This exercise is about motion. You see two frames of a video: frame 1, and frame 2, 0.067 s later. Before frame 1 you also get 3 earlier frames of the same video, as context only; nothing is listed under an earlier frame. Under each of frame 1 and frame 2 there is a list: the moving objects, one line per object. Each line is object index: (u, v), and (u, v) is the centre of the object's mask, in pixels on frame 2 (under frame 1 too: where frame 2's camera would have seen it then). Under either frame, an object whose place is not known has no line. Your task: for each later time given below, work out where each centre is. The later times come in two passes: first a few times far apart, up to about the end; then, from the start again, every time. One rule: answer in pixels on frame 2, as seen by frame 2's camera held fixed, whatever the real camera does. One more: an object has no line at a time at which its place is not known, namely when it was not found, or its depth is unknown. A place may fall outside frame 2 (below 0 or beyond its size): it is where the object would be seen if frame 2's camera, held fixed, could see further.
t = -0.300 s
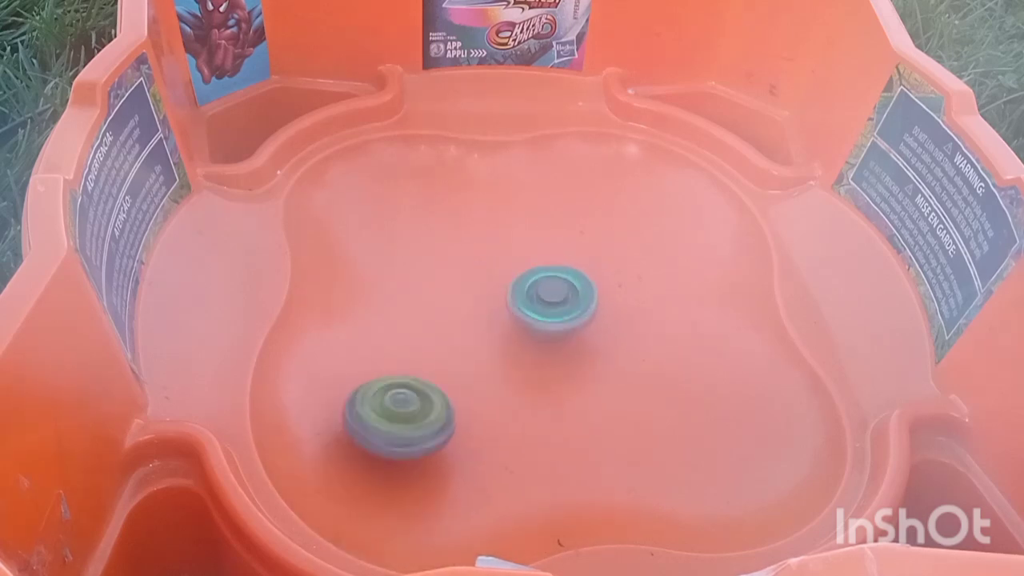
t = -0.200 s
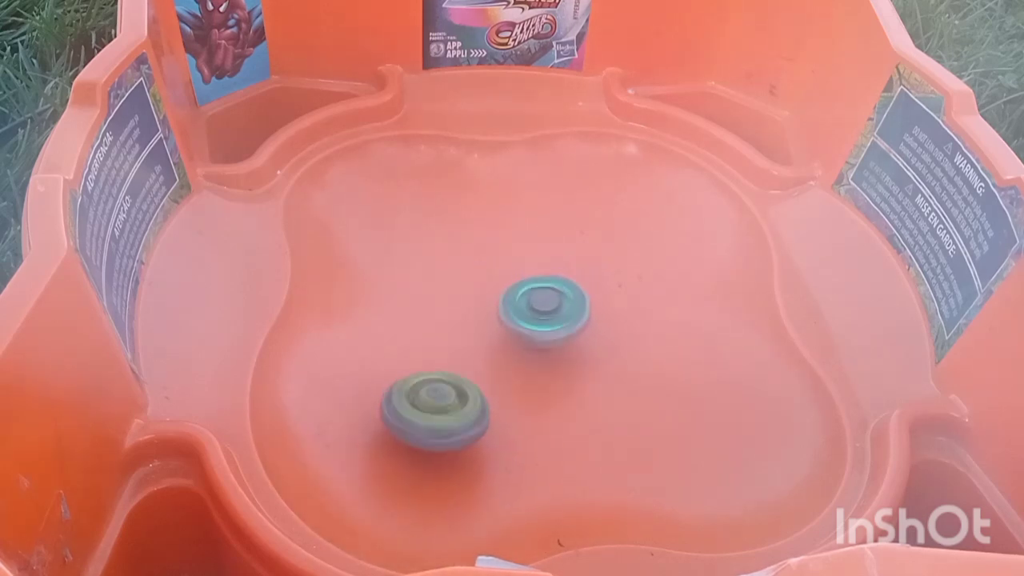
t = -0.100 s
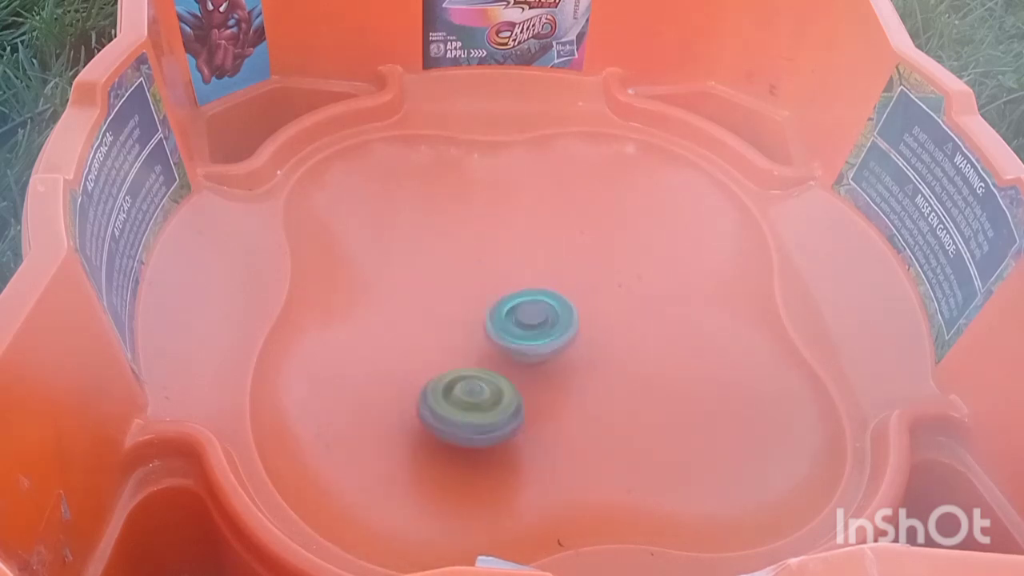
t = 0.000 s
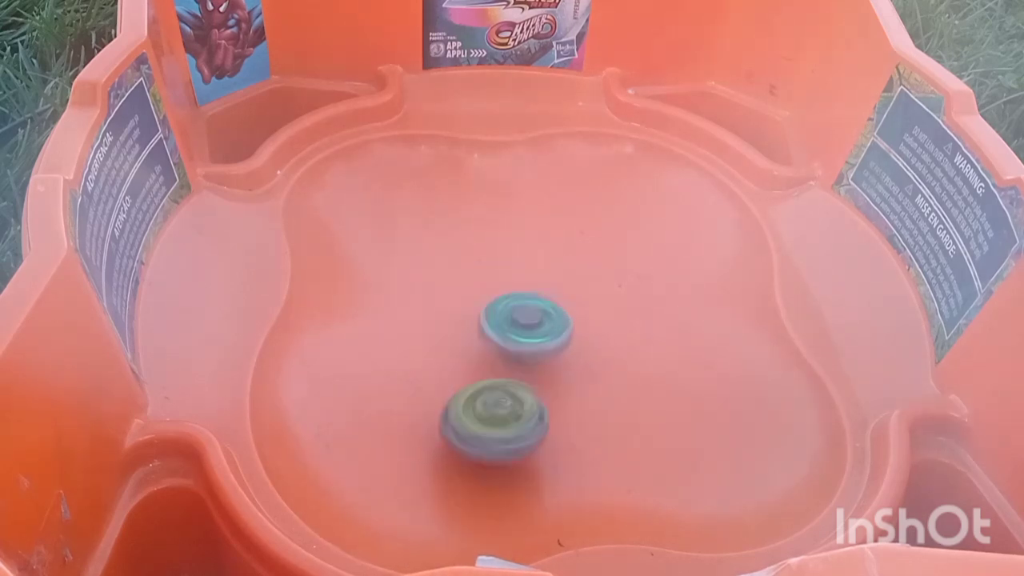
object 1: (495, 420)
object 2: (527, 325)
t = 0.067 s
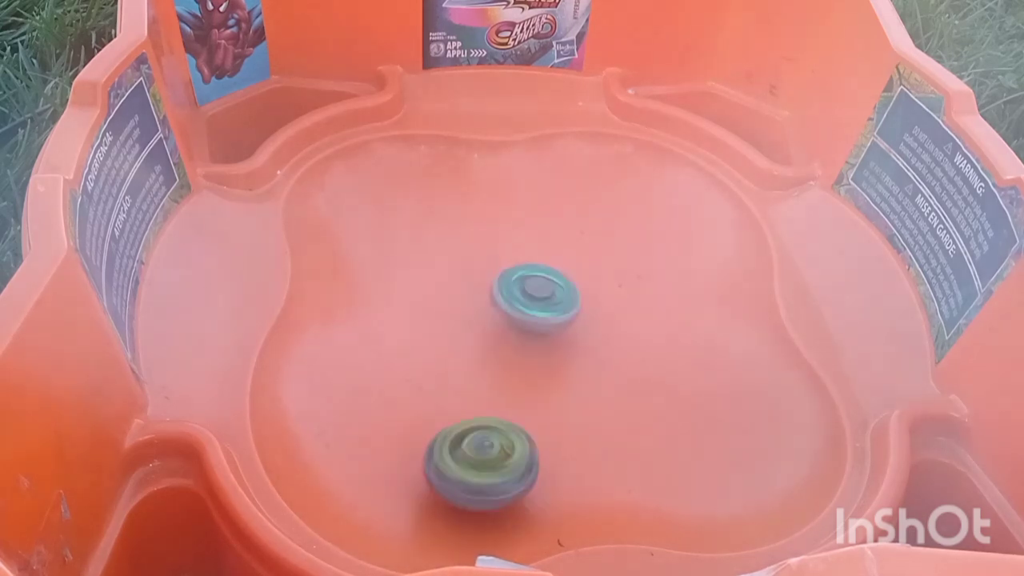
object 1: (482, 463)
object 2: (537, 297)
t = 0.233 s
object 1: (463, 478)
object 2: (529, 282)
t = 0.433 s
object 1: (458, 454)
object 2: (509, 283)
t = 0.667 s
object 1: (461, 409)
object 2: (489, 313)
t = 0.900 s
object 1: (450, 416)
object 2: (487, 301)
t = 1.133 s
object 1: (450, 411)
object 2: (476, 312)
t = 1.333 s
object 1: (458, 421)
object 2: (474, 328)
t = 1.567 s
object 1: (473, 444)
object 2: (466, 347)
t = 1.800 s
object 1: (484, 462)
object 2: (462, 368)
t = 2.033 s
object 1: (466, 506)
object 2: (454, 353)
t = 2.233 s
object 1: (432, 474)
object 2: (455, 363)
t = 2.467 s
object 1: (436, 448)
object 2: (483, 362)
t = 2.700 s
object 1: (434, 433)
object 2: (516, 371)
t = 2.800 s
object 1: (433, 428)
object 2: (529, 376)
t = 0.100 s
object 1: (476, 475)
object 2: (538, 291)
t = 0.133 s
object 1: (472, 481)
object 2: (537, 289)
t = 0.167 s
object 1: (469, 481)
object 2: (535, 288)
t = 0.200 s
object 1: (466, 480)
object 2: (531, 285)
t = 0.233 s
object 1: (463, 478)
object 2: (529, 282)
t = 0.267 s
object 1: (461, 475)
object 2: (526, 282)
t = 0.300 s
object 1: (459, 472)
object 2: (522, 280)
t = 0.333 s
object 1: (458, 469)
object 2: (520, 280)
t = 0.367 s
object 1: (458, 464)
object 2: (517, 280)
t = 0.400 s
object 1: (458, 459)
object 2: (512, 281)
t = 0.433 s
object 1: (458, 454)
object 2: (509, 283)
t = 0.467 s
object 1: (457, 448)
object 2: (506, 287)
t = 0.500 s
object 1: (458, 443)
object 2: (503, 289)
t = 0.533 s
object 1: (458, 436)
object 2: (500, 293)
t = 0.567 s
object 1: (459, 429)
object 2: (498, 298)
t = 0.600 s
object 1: (459, 422)
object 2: (494, 302)
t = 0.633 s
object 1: (460, 416)
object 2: (491, 307)
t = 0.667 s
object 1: (461, 409)
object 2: (489, 313)
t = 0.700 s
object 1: (463, 401)
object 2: (487, 317)
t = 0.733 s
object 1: (462, 400)
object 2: (487, 320)
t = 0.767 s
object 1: (457, 412)
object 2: (491, 308)
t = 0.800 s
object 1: (454, 418)
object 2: (493, 303)
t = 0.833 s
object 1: (453, 418)
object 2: (493, 302)
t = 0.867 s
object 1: (451, 417)
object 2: (491, 302)
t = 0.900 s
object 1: (450, 416)
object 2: (487, 301)
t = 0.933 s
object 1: (450, 415)
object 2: (484, 301)
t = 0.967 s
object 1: (449, 414)
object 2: (482, 302)
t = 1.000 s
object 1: (449, 414)
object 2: (479, 303)
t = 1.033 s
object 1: (449, 413)
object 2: (478, 305)
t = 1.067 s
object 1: (449, 412)
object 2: (477, 307)
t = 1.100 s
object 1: (450, 411)
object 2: (476, 310)
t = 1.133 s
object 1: (450, 411)
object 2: (476, 312)
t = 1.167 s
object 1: (450, 411)
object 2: (476, 316)
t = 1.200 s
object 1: (451, 411)
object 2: (475, 319)
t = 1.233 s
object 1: (453, 410)
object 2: (475, 322)
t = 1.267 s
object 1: (454, 410)
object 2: (474, 327)
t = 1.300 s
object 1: (456, 417)
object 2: (474, 326)
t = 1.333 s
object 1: (458, 421)
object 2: (474, 328)
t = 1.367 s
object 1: (460, 424)
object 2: (473, 331)
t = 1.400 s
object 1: (460, 425)
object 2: (471, 333)
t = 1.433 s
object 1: (462, 427)
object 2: (470, 337)
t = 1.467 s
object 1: (464, 430)
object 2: (469, 342)
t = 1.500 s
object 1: (465, 431)
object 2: (467, 346)
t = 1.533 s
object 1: (469, 439)
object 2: (466, 345)
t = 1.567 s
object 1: (473, 444)
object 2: (466, 347)
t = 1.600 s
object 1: (474, 448)
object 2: (464, 349)
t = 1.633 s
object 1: (476, 451)
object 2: (463, 353)
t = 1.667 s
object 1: (478, 455)
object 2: (462, 355)
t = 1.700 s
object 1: (481, 458)
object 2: (461, 358)
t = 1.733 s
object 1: (482, 460)
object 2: (462, 361)
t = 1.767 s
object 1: (483, 461)
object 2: (462, 365)
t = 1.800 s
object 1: (484, 462)
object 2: (462, 368)
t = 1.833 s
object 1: (484, 463)
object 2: (463, 373)
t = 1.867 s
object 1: (484, 464)
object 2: (464, 377)
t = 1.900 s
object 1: (492, 484)
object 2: (460, 363)
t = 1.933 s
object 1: (494, 496)
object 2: (457, 355)
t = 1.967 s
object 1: (487, 502)
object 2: (457, 354)
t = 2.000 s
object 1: (477, 505)
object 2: (455, 353)
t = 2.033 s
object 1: (466, 506)
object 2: (454, 353)
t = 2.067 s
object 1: (456, 505)
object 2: (452, 353)
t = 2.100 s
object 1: (448, 502)
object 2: (452, 354)
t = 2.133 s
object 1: (441, 497)
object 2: (452, 355)
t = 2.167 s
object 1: (436, 491)
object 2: (452, 358)
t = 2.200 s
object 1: (434, 483)
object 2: (454, 359)
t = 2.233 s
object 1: (432, 474)
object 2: (455, 363)
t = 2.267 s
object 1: (433, 465)
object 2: (458, 364)
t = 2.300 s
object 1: (435, 456)
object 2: (460, 368)
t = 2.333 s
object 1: (435, 460)
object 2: (465, 361)
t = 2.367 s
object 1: (436, 458)
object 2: (471, 360)
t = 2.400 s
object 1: (436, 453)
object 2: (474, 362)
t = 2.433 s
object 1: (438, 448)
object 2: (478, 364)
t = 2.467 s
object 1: (436, 448)
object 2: (483, 362)
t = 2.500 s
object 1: (434, 449)
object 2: (489, 360)
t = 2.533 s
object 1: (434, 447)
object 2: (495, 362)
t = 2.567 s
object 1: (432, 444)
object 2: (499, 362)
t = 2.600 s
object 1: (433, 441)
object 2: (503, 365)
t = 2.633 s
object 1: (433, 439)
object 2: (508, 367)
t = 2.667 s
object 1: (433, 436)
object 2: (512, 368)
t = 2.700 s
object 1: (434, 433)
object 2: (516, 371)
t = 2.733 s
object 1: (436, 431)
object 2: (520, 373)
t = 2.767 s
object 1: (436, 428)
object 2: (523, 375)
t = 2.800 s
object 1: (433, 428)
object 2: (529, 376)
